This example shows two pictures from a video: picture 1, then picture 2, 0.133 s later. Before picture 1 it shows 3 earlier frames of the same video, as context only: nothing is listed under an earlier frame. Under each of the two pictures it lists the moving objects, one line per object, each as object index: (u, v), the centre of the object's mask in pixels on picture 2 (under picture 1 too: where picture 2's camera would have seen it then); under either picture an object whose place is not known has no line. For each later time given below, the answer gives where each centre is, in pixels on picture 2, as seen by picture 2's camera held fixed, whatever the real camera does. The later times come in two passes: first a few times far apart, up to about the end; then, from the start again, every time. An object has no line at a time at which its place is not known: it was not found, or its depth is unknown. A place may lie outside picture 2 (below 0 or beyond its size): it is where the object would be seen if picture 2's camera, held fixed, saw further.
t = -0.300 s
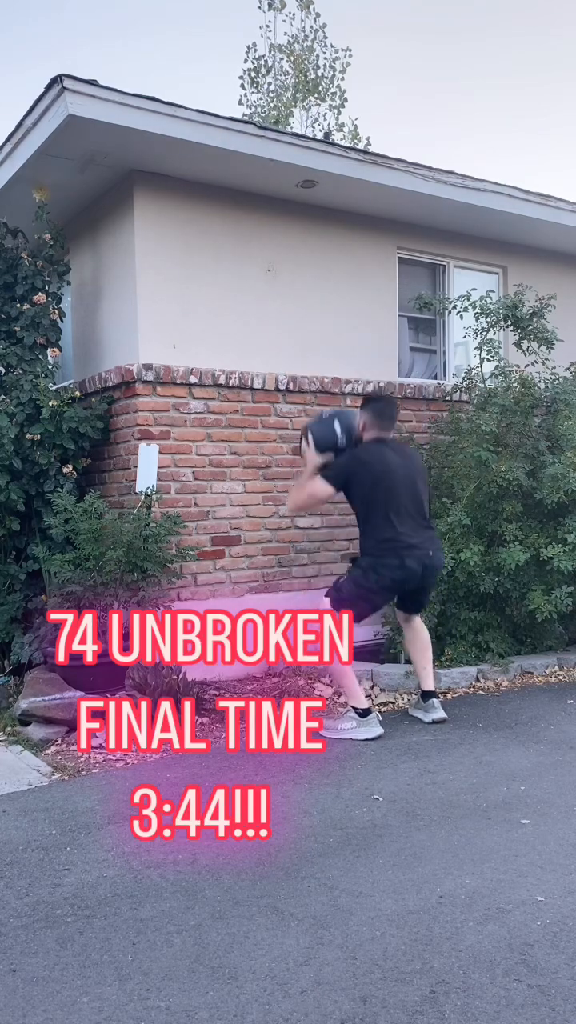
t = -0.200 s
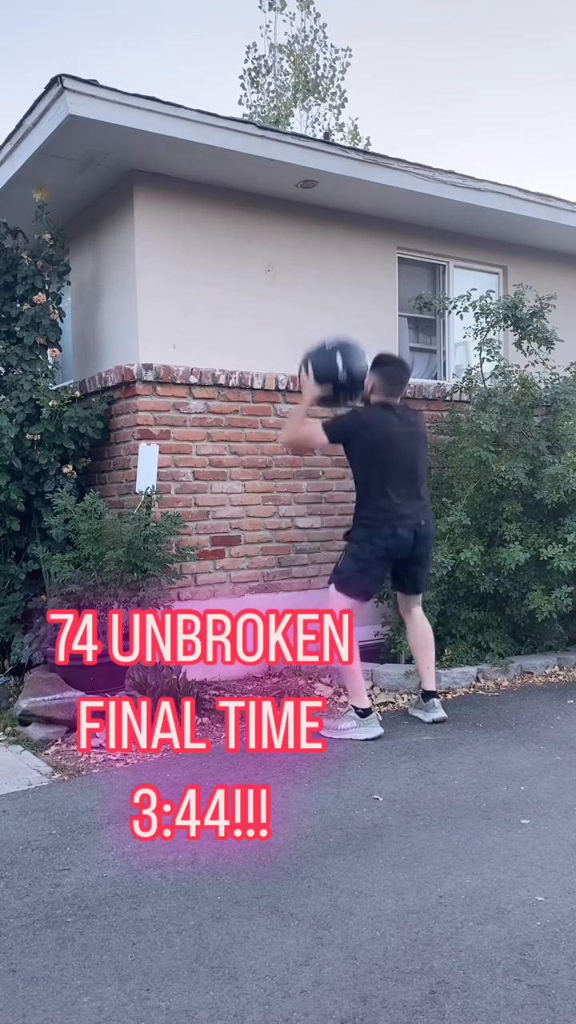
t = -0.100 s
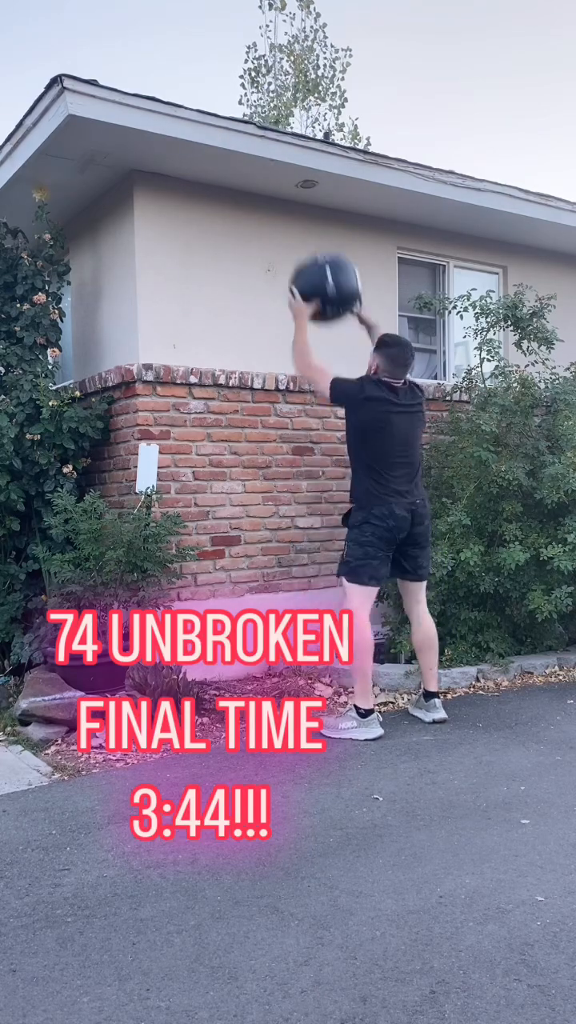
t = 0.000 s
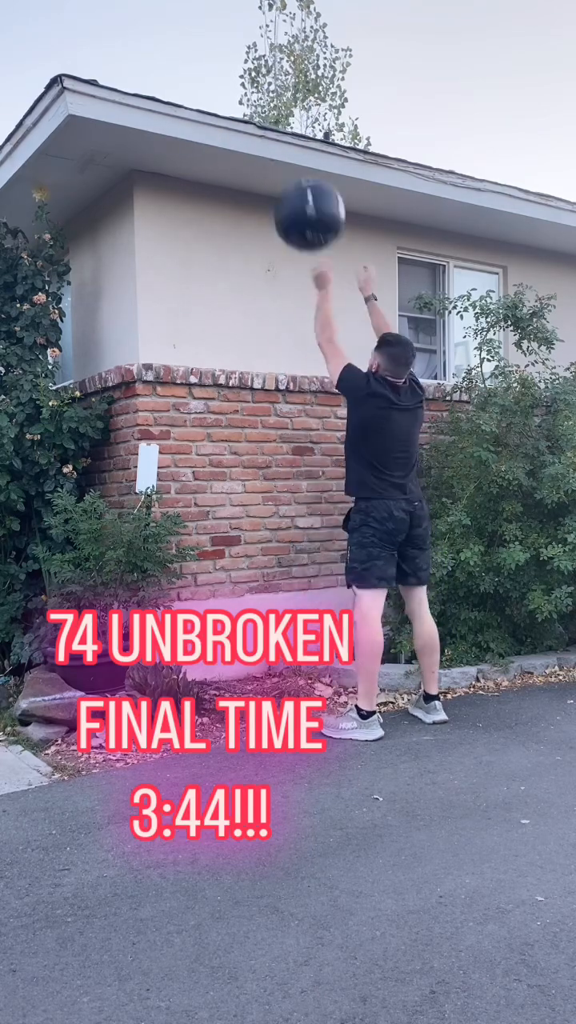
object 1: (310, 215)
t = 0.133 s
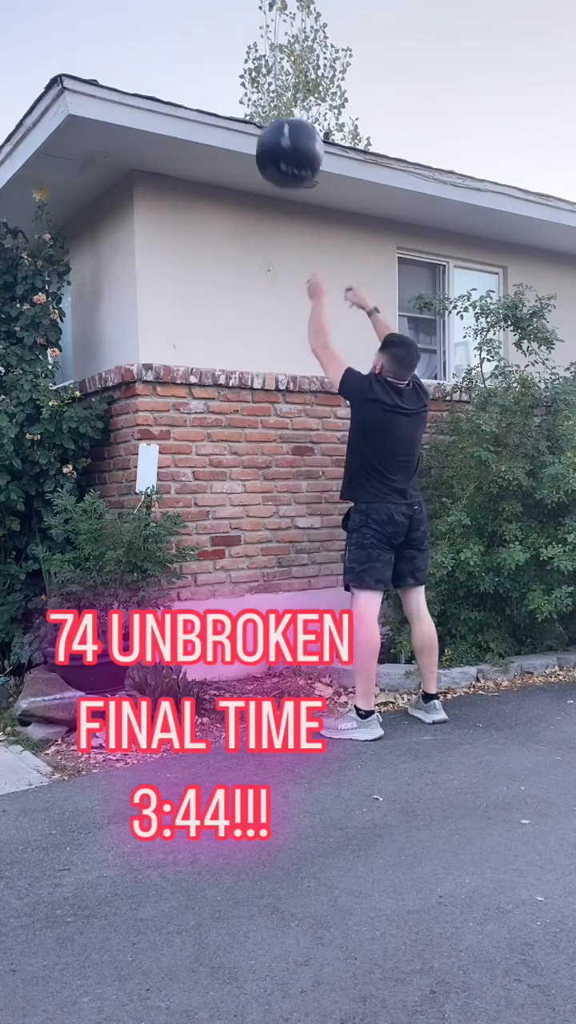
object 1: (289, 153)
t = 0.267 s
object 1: (274, 129)
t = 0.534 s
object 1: (305, 181)
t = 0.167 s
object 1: (285, 144)
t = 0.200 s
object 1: (280, 136)
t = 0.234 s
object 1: (275, 131)
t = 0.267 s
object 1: (274, 129)
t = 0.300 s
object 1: (276, 128)
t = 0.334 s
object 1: (280, 129)
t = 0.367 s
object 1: (284, 133)
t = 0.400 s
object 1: (288, 138)
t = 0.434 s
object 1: (292, 145)
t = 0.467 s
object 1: (297, 155)
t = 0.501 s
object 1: (301, 167)
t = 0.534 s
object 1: (305, 181)
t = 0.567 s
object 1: (310, 198)
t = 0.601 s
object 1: (314, 216)
